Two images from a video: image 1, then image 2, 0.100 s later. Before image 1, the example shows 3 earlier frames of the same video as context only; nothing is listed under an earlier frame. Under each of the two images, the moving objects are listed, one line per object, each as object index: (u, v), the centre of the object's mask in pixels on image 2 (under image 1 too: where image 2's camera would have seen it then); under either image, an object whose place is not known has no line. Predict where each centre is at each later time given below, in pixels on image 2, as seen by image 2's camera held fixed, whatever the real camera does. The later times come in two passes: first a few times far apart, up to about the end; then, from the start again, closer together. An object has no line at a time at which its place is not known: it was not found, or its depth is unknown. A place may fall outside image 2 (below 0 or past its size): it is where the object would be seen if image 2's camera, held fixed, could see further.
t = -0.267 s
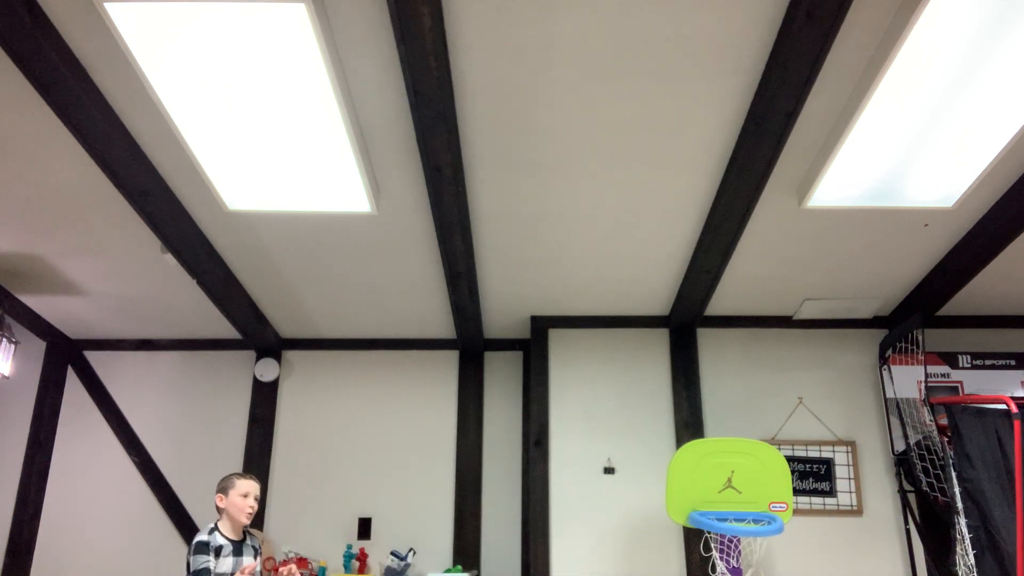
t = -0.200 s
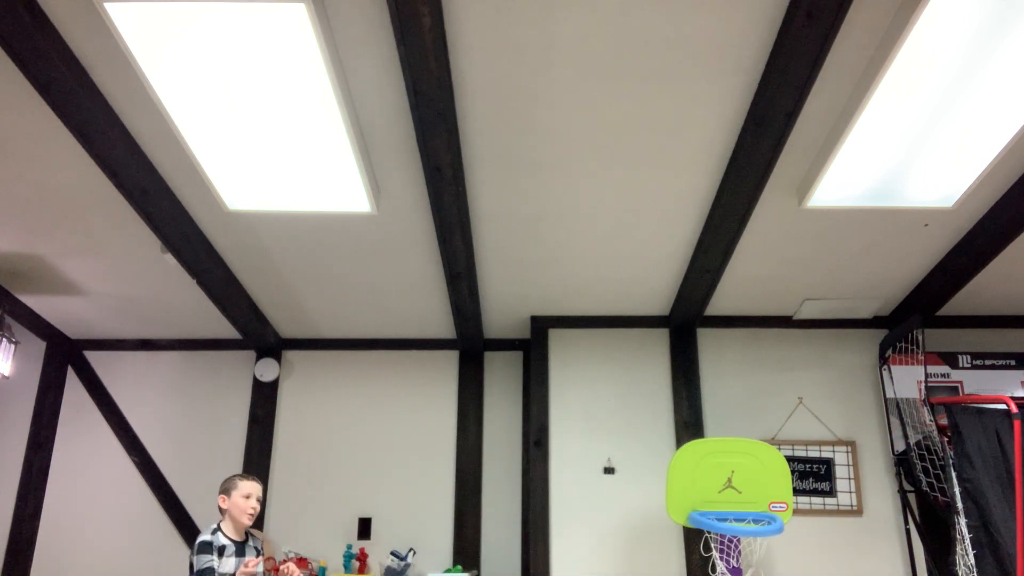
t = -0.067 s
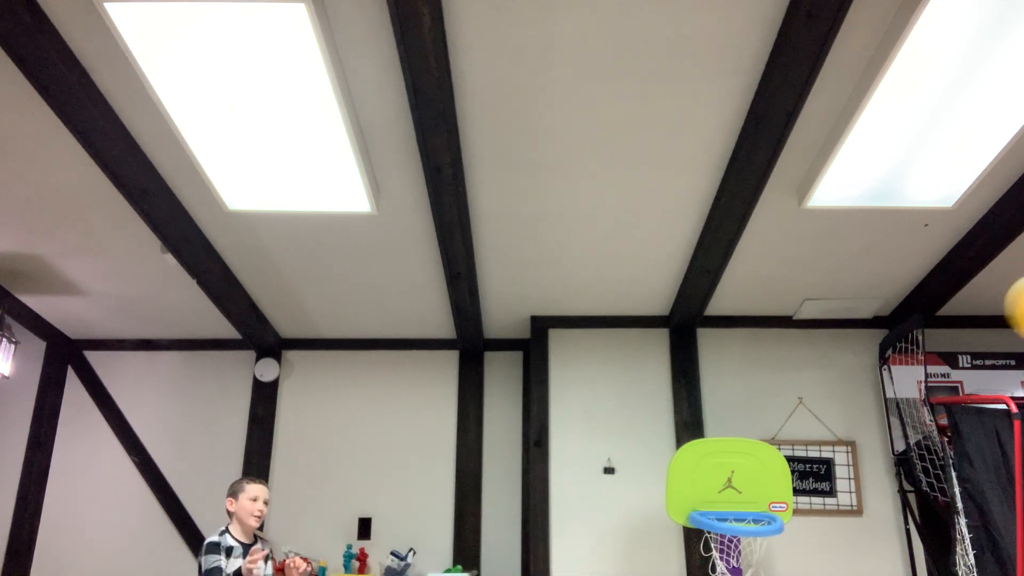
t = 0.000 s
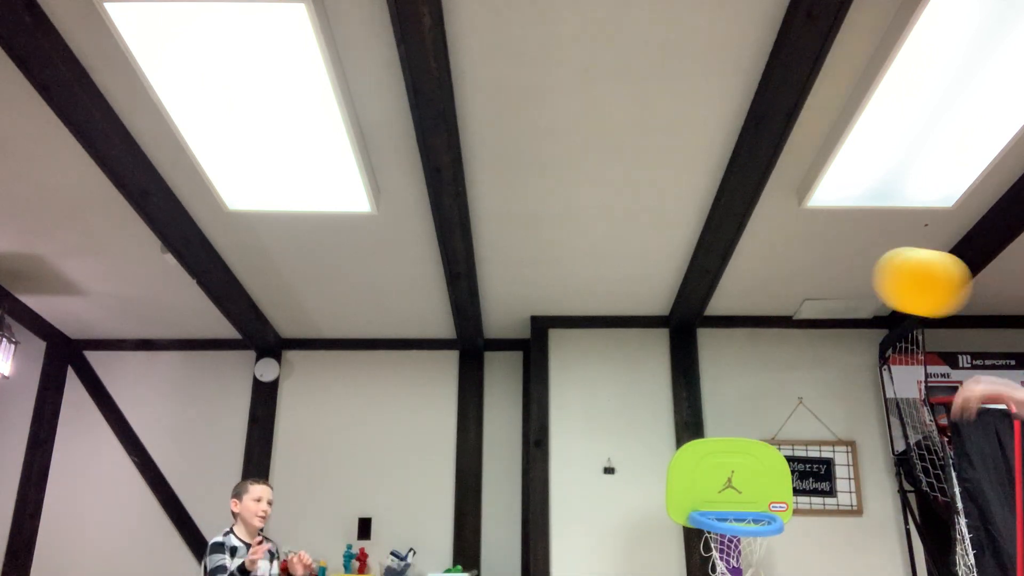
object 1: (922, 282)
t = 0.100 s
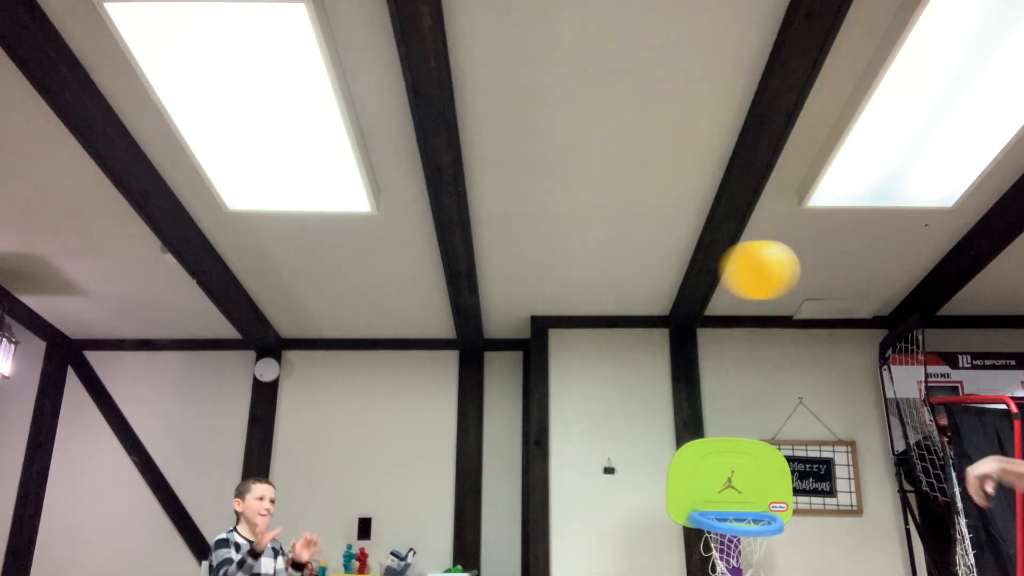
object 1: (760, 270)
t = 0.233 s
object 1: (593, 300)
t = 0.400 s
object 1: (433, 377)
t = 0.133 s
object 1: (715, 273)
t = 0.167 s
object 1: (673, 280)
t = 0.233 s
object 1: (593, 300)
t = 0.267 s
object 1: (557, 312)
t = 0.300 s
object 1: (524, 326)
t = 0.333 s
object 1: (492, 341)
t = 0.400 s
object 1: (433, 377)
